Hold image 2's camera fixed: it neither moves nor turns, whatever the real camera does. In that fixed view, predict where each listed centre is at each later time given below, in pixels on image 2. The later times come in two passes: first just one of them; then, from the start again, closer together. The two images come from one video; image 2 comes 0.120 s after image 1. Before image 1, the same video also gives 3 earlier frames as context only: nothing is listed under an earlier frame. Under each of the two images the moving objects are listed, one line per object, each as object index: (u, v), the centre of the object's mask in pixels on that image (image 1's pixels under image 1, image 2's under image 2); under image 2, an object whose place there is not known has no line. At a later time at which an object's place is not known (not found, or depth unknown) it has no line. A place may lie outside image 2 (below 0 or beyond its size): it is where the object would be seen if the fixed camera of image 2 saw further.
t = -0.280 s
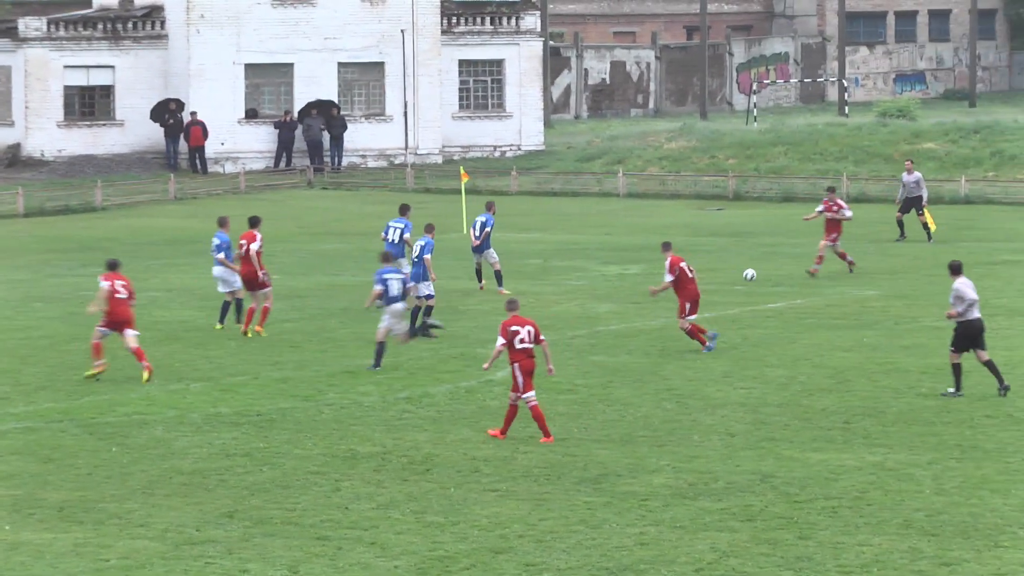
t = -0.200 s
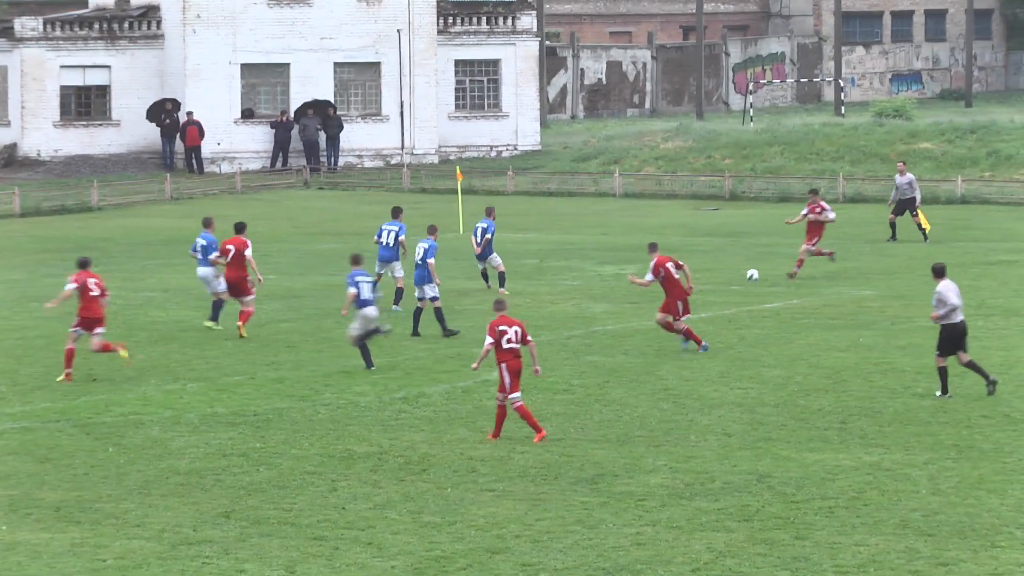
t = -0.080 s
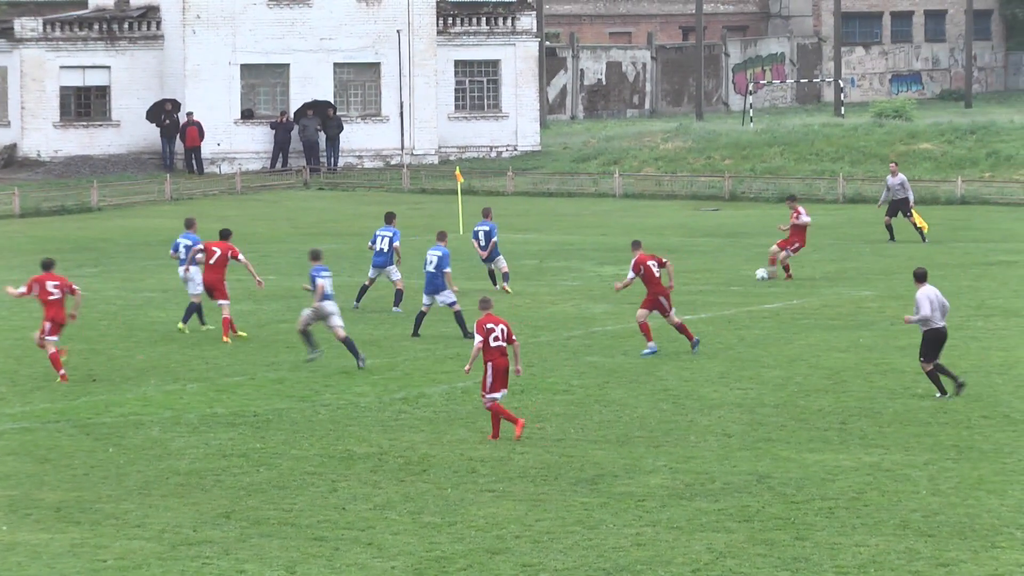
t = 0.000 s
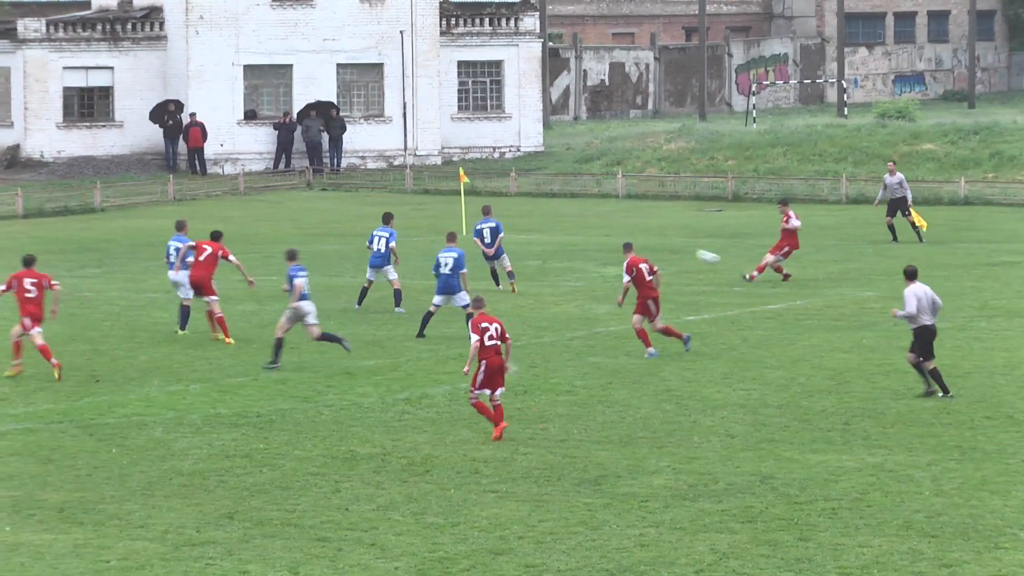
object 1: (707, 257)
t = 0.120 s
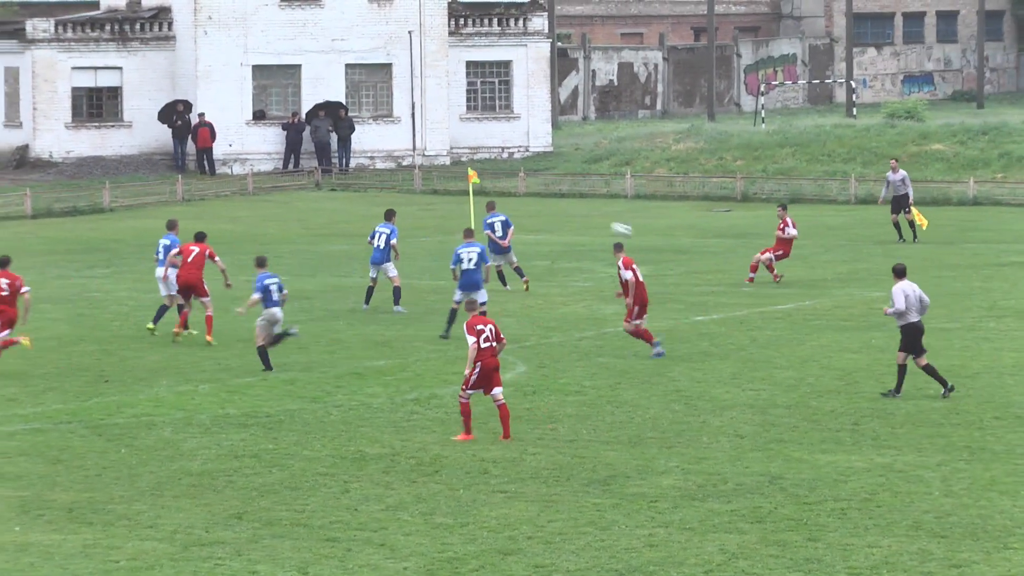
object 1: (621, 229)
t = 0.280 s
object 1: (501, 200)
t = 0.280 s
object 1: (501, 200)
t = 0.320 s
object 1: (472, 195)
